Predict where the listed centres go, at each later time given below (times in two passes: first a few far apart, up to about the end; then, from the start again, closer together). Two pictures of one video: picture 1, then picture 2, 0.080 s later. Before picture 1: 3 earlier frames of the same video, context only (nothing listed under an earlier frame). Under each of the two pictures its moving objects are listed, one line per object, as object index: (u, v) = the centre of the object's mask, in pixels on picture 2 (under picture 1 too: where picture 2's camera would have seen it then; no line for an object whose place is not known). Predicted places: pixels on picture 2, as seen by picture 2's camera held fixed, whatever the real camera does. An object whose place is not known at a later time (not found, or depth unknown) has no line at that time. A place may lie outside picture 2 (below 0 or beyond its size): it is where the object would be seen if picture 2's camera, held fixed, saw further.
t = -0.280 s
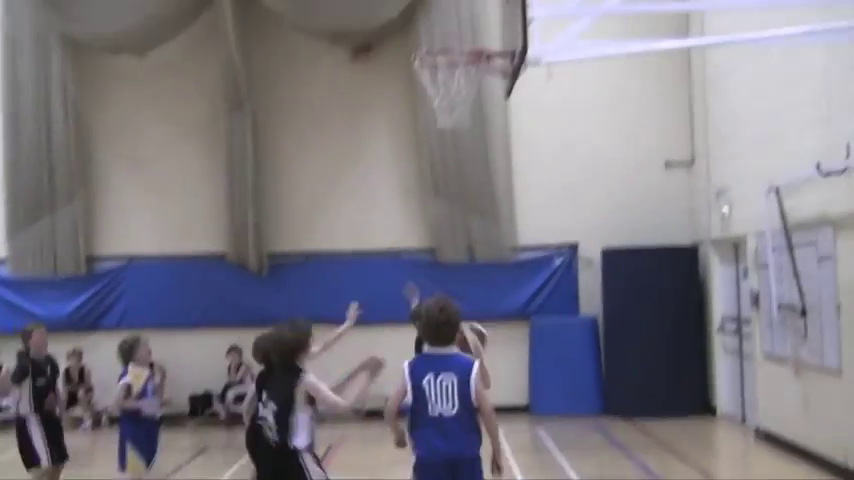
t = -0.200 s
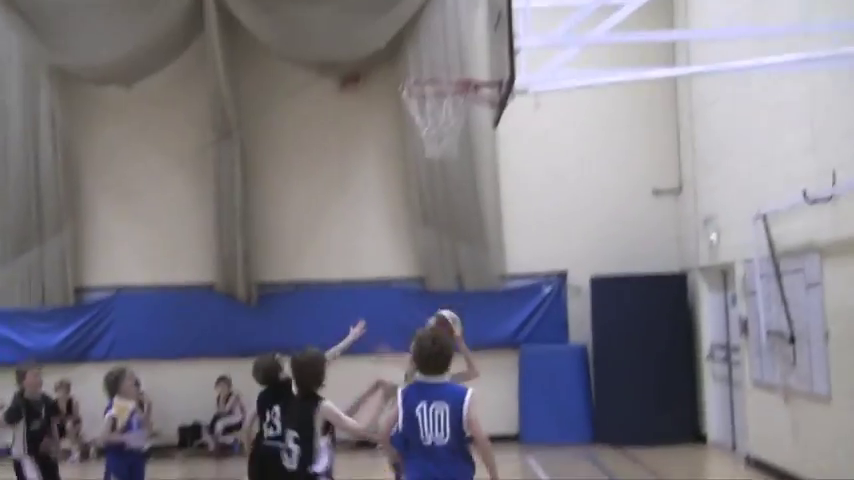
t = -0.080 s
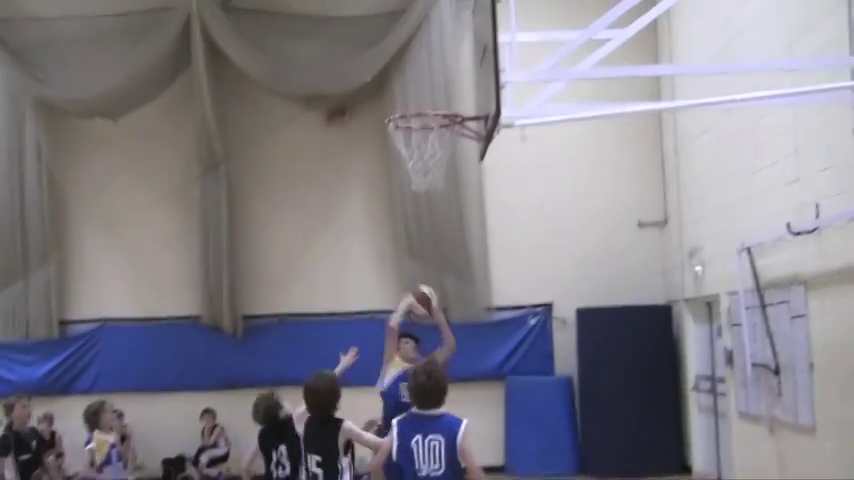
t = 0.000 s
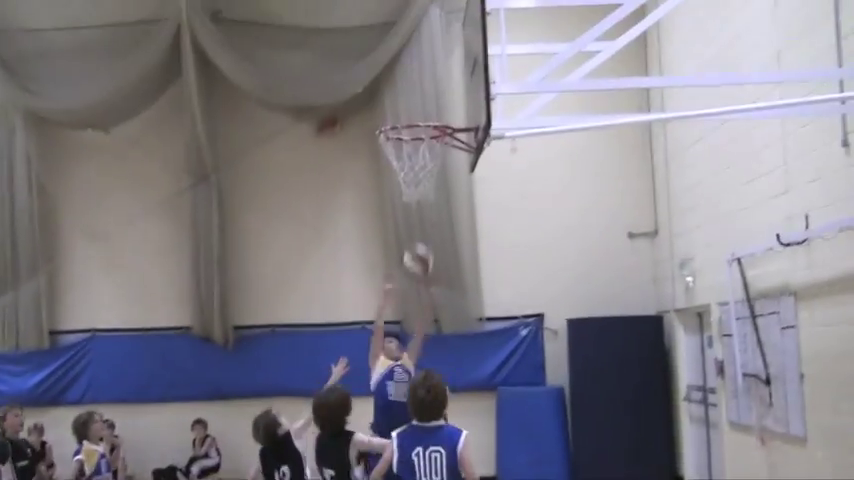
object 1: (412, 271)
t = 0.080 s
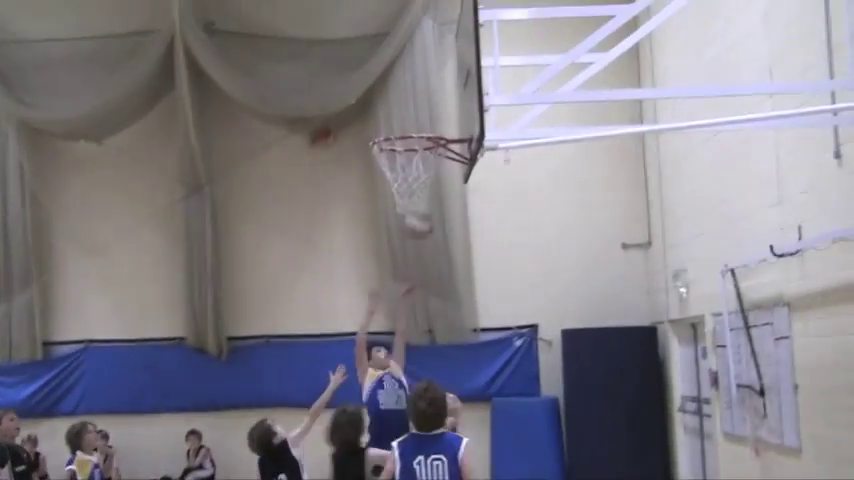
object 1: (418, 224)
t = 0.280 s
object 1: (443, 126)
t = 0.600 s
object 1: (427, 122)
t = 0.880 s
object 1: (403, 196)
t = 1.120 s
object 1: (386, 296)
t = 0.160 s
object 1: (436, 181)
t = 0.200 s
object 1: (435, 162)
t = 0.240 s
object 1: (443, 142)
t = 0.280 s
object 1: (443, 126)
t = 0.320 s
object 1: (448, 114)
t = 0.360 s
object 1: (448, 106)
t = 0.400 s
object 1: (443, 103)
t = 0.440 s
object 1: (440, 102)
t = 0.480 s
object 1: (435, 104)
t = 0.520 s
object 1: (432, 109)
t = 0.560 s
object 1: (429, 115)
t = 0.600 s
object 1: (427, 122)
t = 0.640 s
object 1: (421, 130)
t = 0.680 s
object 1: (416, 150)
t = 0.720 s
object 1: (417, 164)
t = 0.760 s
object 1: (411, 175)
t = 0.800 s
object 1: (409, 181)
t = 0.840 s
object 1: (405, 187)
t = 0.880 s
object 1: (403, 196)
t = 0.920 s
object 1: (400, 206)
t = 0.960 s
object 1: (397, 218)
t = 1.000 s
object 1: (394, 233)
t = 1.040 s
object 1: (391, 254)
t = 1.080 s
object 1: (387, 276)
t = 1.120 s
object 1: (386, 296)
